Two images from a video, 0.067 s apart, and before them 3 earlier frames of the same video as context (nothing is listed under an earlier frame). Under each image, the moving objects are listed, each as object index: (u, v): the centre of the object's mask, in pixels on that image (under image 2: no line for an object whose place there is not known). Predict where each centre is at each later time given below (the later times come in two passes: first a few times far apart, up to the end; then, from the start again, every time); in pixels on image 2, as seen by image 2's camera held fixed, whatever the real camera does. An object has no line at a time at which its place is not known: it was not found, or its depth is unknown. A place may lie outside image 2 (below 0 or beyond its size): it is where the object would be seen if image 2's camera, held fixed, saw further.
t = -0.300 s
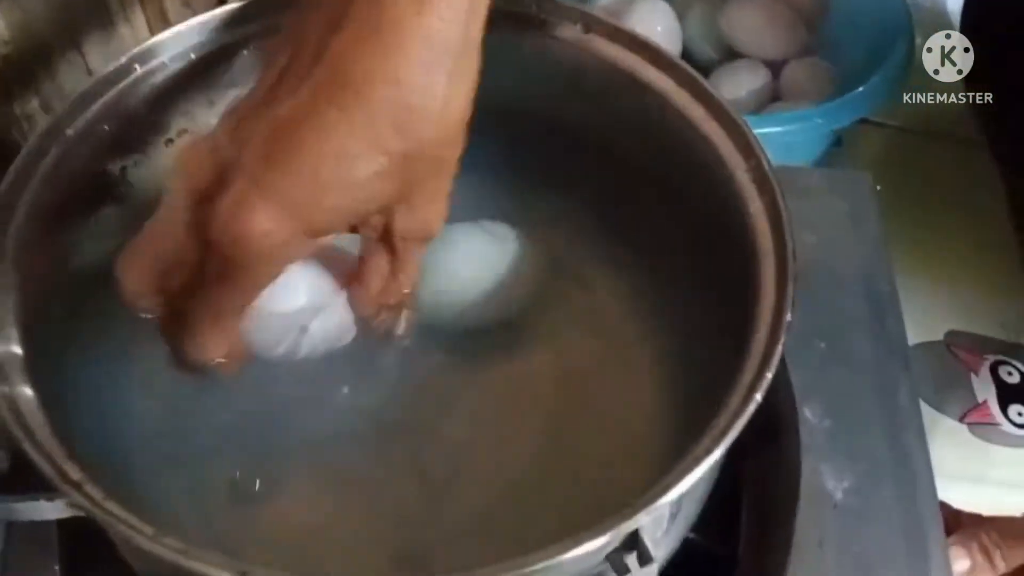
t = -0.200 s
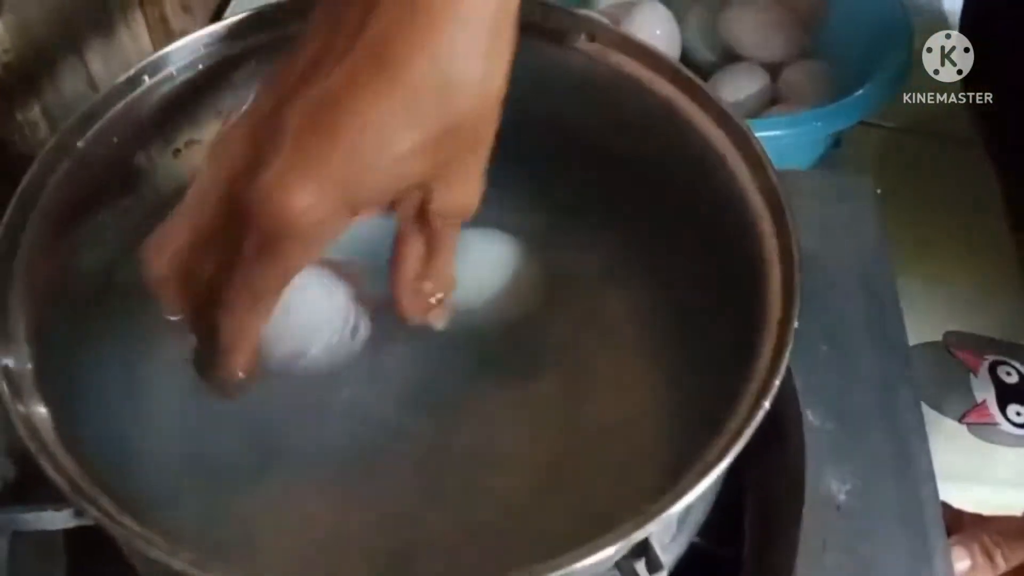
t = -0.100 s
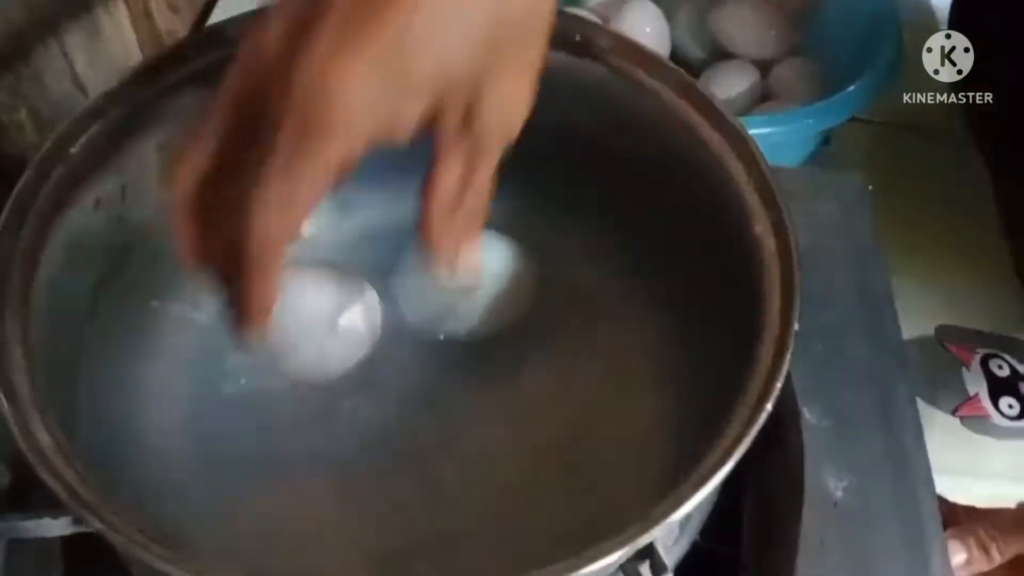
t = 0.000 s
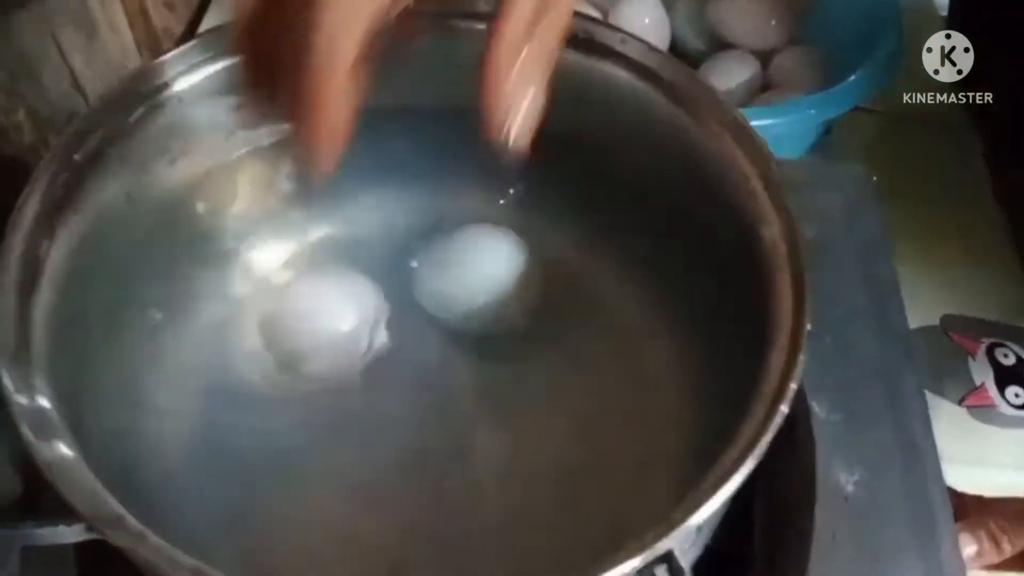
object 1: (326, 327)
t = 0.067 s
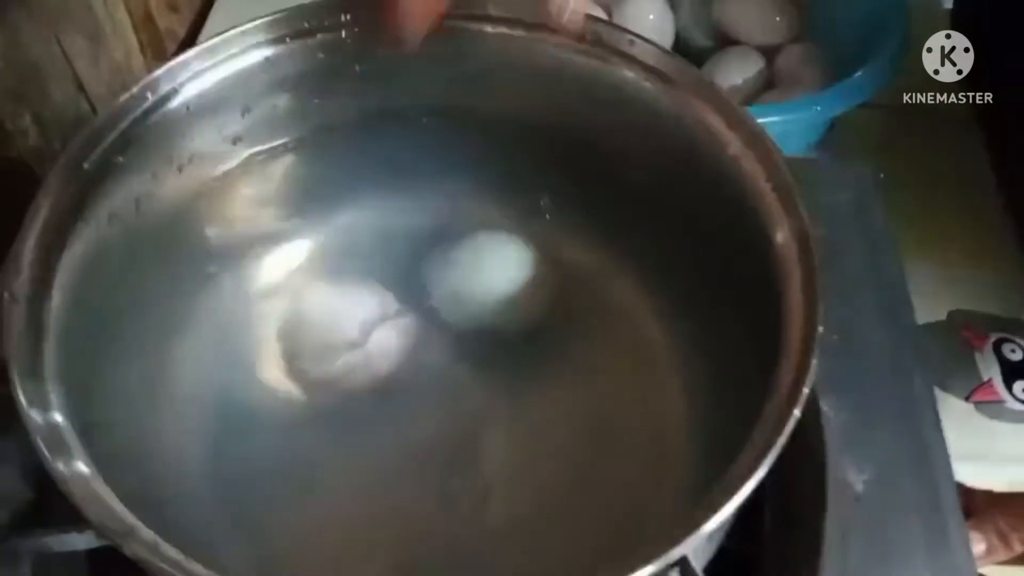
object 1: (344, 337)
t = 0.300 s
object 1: (377, 338)
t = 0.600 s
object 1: (382, 335)
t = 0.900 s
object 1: (387, 342)
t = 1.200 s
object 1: (374, 337)
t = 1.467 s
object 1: (373, 343)
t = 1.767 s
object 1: (364, 329)
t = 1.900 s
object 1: (369, 333)
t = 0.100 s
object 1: (351, 340)
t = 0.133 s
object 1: (357, 342)
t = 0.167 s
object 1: (361, 336)
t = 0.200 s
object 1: (364, 336)
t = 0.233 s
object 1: (369, 336)
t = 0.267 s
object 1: (374, 337)
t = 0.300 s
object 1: (377, 338)
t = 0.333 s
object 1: (379, 338)
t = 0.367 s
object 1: (379, 335)
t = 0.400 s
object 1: (380, 335)
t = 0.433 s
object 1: (381, 334)
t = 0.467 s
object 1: (382, 333)
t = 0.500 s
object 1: (382, 334)
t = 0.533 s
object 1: (382, 335)
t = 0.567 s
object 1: (382, 335)
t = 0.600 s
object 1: (382, 335)
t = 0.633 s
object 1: (384, 335)
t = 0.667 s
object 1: (384, 336)
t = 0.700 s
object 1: (385, 337)
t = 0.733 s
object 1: (387, 339)
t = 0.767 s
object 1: (389, 340)
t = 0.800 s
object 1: (390, 340)
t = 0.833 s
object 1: (392, 340)
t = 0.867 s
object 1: (390, 342)
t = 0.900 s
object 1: (387, 342)
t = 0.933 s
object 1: (385, 341)
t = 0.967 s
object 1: (384, 340)
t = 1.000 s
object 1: (383, 340)
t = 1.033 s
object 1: (382, 340)
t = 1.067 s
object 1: (380, 338)
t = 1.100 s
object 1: (378, 337)
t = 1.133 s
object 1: (378, 337)
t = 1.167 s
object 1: (376, 337)
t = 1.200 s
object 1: (374, 337)
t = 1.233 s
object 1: (374, 337)
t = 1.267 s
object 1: (374, 337)
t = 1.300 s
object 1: (375, 339)
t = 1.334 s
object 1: (374, 341)
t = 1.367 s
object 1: (374, 342)
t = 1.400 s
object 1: (374, 344)
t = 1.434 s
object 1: (373, 345)
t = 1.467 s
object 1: (373, 343)
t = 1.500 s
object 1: (371, 341)
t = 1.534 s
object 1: (369, 340)
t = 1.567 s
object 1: (368, 339)
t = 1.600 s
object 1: (367, 337)
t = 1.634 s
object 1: (366, 335)
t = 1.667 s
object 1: (365, 333)
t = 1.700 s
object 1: (364, 332)
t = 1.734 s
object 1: (364, 330)
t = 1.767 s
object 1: (364, 329)
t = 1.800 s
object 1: (365, 327)
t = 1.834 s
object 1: (367, 328)
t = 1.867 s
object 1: (368, 331)
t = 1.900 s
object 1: (369, 333)
